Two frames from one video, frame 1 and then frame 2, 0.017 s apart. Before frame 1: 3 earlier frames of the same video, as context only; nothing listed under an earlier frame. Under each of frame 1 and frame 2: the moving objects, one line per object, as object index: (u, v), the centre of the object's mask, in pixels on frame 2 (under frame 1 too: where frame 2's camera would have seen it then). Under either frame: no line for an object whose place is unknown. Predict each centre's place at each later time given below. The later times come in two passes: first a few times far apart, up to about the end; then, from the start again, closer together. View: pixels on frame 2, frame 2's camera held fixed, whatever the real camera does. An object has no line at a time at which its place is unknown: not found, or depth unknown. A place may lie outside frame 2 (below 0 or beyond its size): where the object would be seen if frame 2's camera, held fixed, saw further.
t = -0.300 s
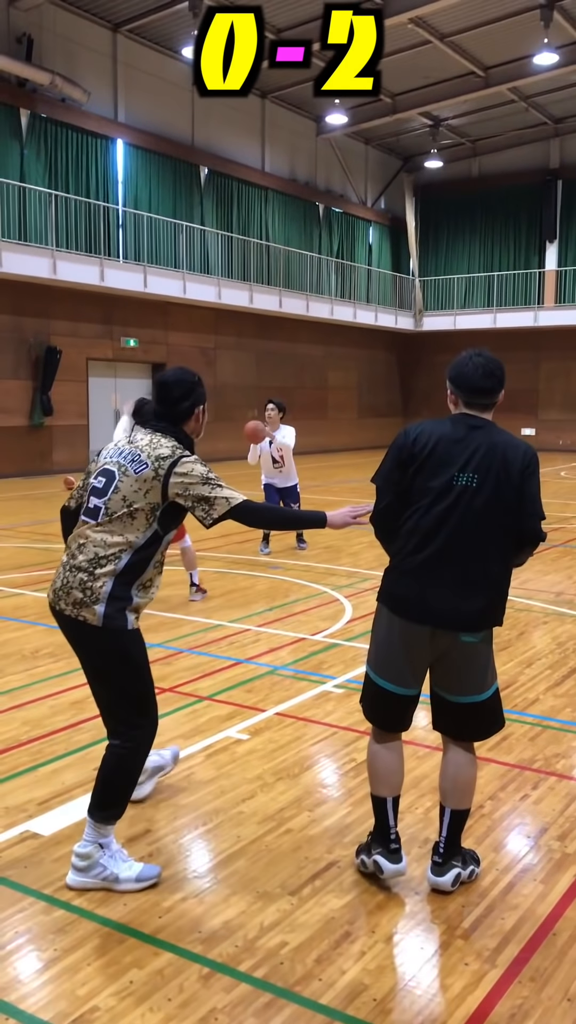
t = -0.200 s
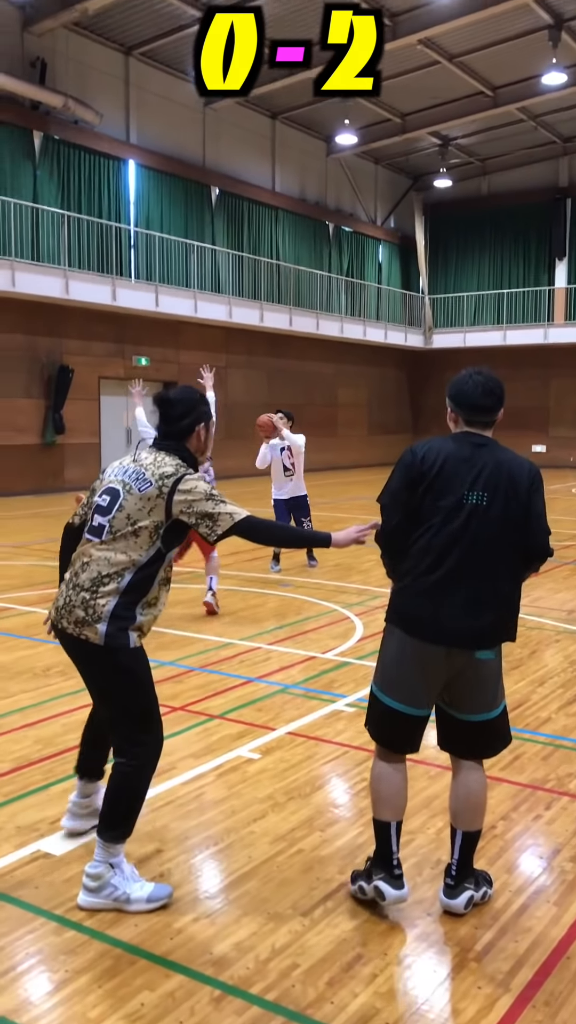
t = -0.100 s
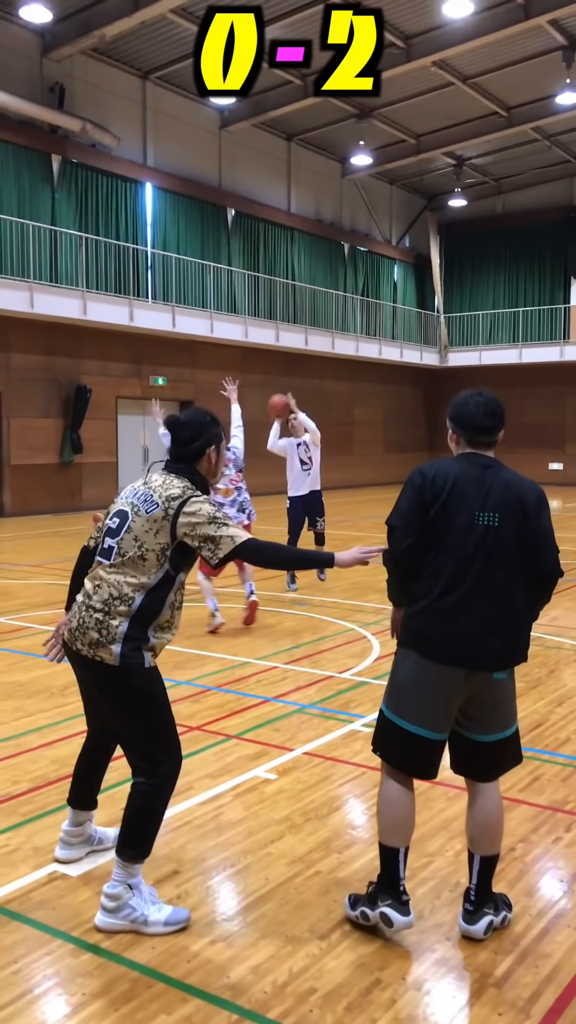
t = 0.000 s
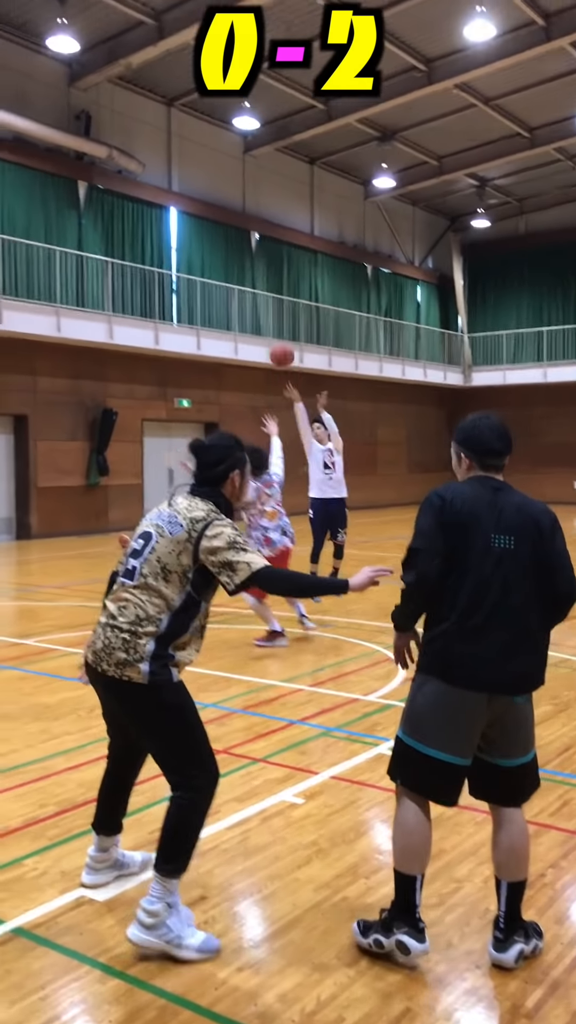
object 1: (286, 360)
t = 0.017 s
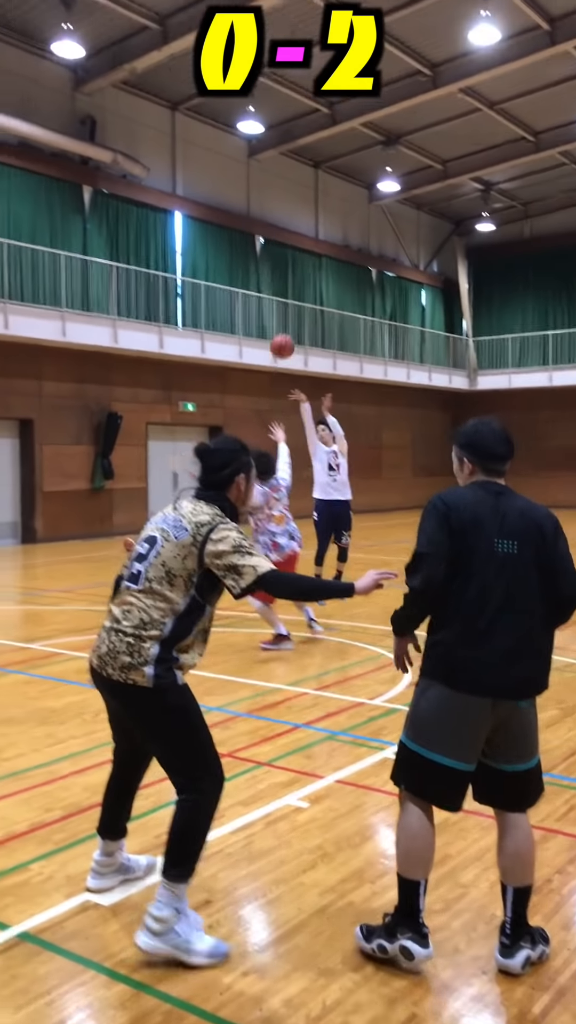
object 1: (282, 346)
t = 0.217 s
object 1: (220, 195)
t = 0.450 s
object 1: (135, 42)
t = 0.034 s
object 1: (277, 333)
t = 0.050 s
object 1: (272, 320)
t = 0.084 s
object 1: (263, 294)
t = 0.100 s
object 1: (258, 281)
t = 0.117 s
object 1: (252, 269)
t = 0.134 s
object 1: (248, 256)
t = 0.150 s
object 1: (244, 244)
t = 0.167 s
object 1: (237, 231)
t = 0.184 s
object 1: (231, 219)
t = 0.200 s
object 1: (226, 207)
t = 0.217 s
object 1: (220, 195)
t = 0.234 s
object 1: (214, 182)
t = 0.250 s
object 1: (209, 171)
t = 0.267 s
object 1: (203, 159)
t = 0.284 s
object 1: (197, 148)
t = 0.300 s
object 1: (191, 136)
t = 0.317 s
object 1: (185, 126)
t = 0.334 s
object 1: (180, 114)
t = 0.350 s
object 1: (174, 103)
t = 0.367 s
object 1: (168, 93)
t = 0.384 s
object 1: (161, 82)
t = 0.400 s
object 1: (155, 72)
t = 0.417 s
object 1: (149, 62)
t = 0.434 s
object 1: (141, 52)
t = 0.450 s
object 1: (135, 42)
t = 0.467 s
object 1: (129, 33)
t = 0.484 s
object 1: (123, 23)
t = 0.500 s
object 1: (115, 13)
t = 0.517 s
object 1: (108, 3)
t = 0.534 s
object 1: (101, -7)
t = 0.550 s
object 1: (93, -15)
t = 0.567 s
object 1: (85, -24)
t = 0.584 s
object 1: (78, -32)
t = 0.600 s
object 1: (72, -40)
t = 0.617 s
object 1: (64, -46)
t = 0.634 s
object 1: (55, -55)
